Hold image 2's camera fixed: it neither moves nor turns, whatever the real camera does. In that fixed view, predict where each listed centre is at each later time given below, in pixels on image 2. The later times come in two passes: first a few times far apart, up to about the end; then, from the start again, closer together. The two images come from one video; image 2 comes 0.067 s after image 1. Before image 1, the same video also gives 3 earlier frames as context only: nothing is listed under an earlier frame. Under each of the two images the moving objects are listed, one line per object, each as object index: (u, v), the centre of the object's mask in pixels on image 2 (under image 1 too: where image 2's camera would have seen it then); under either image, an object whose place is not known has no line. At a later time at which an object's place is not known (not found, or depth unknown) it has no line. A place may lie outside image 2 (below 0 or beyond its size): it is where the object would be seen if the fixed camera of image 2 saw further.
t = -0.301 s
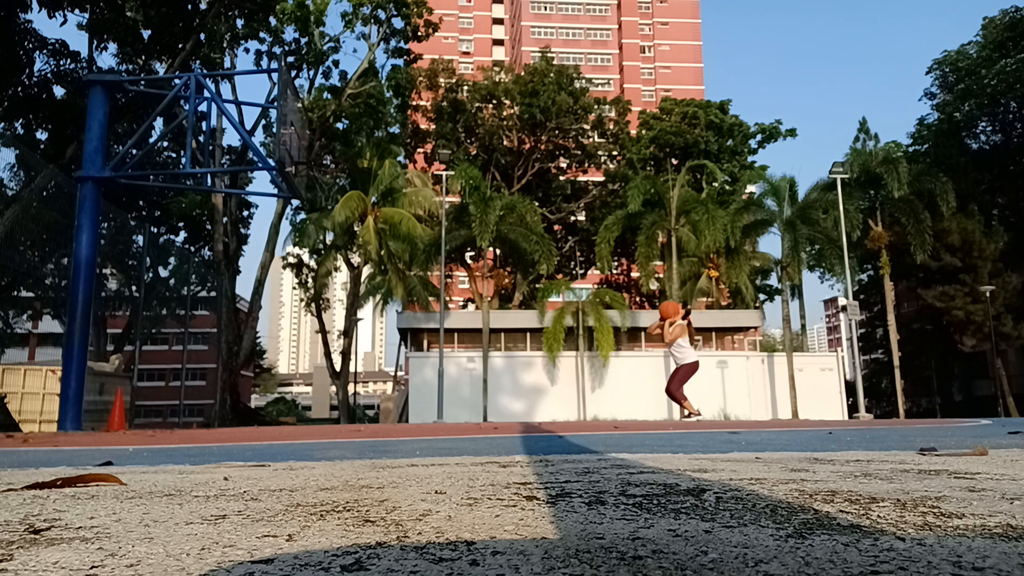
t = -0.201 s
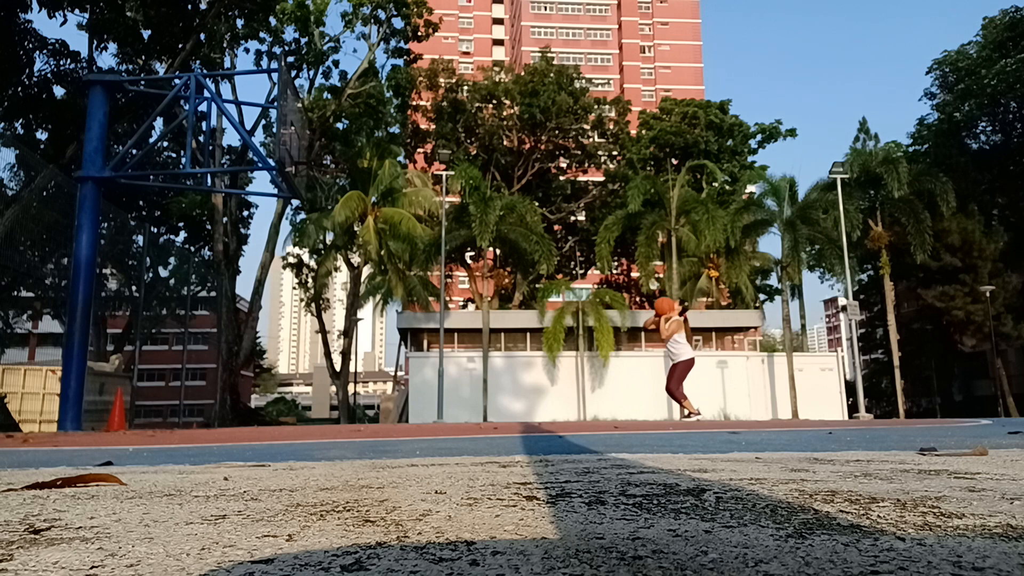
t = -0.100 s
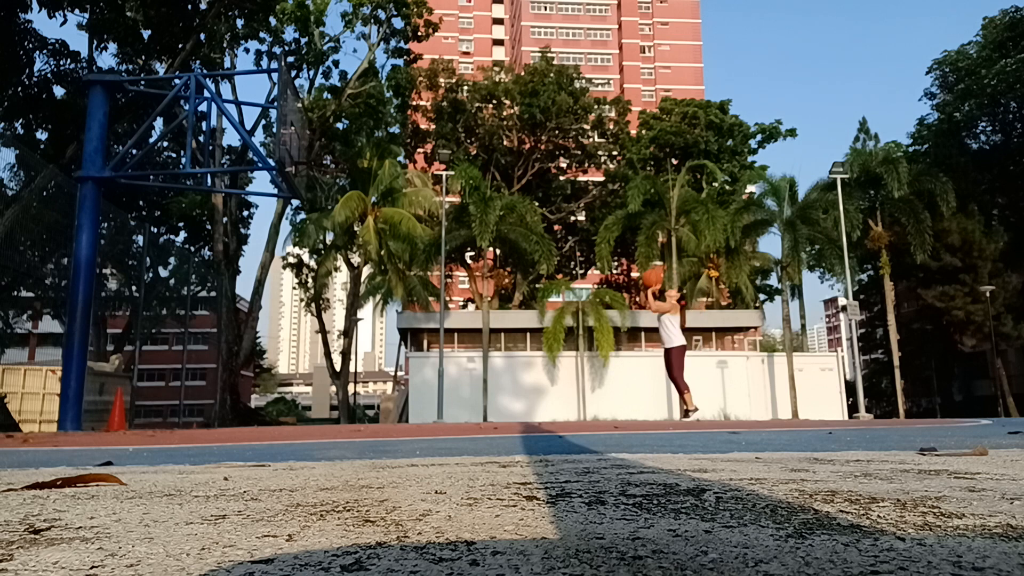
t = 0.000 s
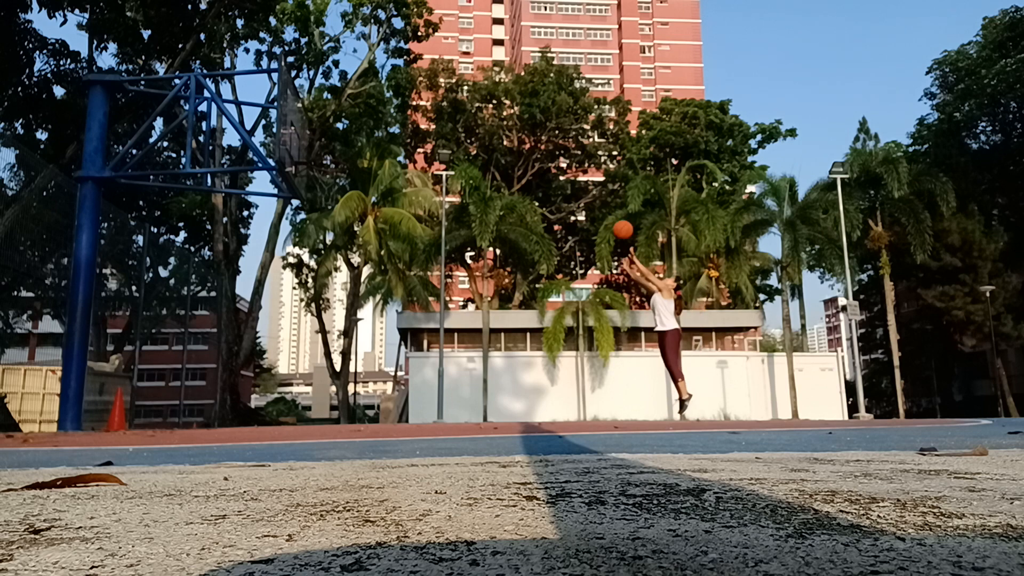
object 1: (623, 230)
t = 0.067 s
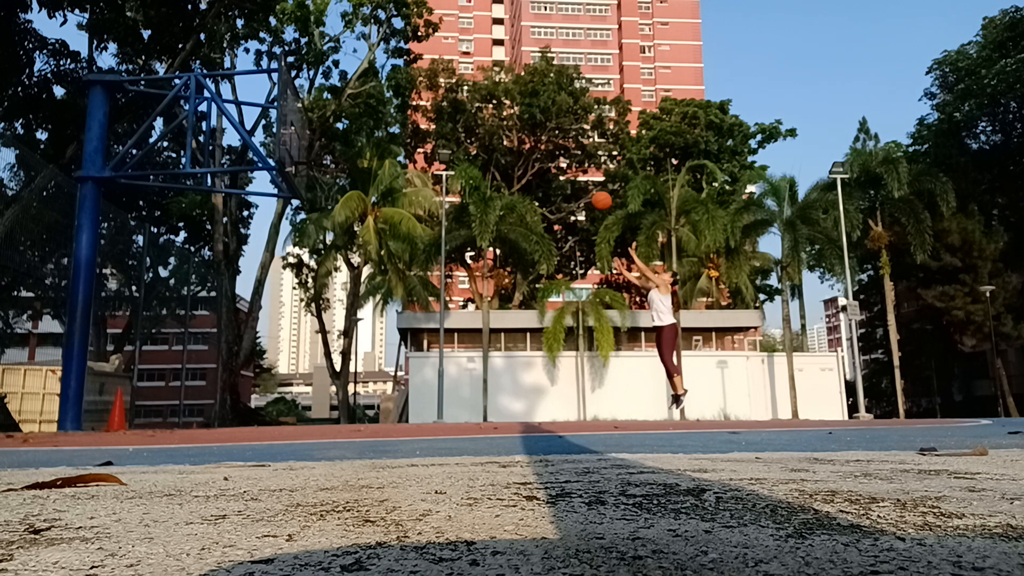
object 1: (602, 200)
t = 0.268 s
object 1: (540, 135)
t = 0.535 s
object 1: (460, 96)
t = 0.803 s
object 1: (380, 110)
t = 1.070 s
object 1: (337, 154)
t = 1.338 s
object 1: (429, 168)
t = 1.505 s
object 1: (483, 203)
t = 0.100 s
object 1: (591, 188)
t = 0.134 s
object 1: (580, 175)
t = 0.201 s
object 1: (560, 154)
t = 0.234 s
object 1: (550, 144)
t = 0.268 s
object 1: (540, 135)
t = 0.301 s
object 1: (530, 127)
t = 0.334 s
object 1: (520, 120)
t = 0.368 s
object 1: (510, 114)
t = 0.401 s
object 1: (500, 110)
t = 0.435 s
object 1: (490, 105)
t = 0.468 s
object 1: (480, 101)
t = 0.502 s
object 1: (470, 98)
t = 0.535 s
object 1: (460, 96)
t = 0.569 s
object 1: (449, 95)
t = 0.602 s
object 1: (440, 95)
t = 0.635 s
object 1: (429, 94)
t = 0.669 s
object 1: (419, 96)
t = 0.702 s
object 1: (410, 99)
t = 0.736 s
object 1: (400, 102)
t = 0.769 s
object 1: (389, 105)
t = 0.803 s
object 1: (380, 110)
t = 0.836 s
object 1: (369, 115)
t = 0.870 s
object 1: (359, 122)
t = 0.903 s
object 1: (349, 129)
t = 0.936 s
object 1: (338, 137)
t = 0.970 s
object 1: (327, 147)
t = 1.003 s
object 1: (317, 156)
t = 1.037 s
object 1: (325, 156)
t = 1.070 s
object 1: (337, 154)
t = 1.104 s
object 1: (349, 153)
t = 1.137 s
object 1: (361, 152)
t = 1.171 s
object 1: (372, 153)
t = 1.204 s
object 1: (384, 154)
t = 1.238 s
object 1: (395, 156)
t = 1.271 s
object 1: (407, 159)
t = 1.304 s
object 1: (418, 163)
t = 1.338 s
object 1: (429, 168)
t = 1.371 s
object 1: (440, 174)
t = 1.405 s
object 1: (451, 180)
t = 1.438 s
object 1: (462, 187)
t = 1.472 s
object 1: (472, 194)
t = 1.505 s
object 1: (483, 203)
